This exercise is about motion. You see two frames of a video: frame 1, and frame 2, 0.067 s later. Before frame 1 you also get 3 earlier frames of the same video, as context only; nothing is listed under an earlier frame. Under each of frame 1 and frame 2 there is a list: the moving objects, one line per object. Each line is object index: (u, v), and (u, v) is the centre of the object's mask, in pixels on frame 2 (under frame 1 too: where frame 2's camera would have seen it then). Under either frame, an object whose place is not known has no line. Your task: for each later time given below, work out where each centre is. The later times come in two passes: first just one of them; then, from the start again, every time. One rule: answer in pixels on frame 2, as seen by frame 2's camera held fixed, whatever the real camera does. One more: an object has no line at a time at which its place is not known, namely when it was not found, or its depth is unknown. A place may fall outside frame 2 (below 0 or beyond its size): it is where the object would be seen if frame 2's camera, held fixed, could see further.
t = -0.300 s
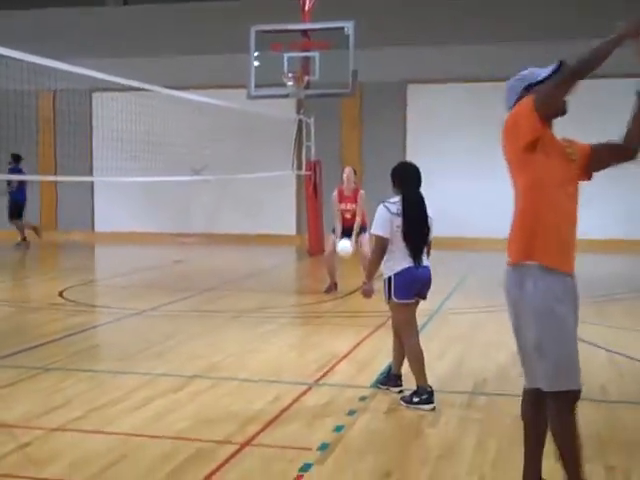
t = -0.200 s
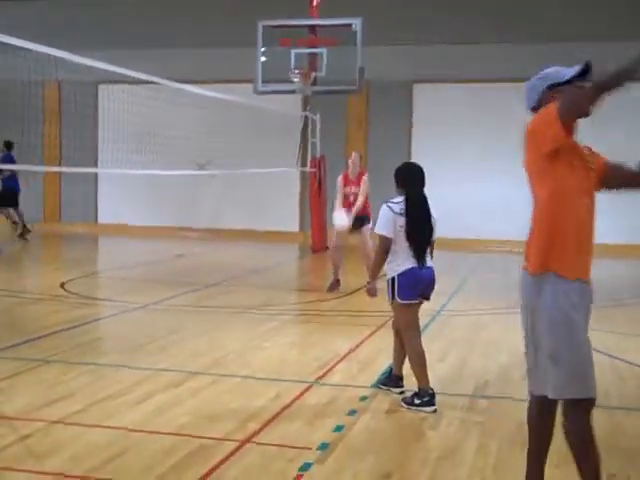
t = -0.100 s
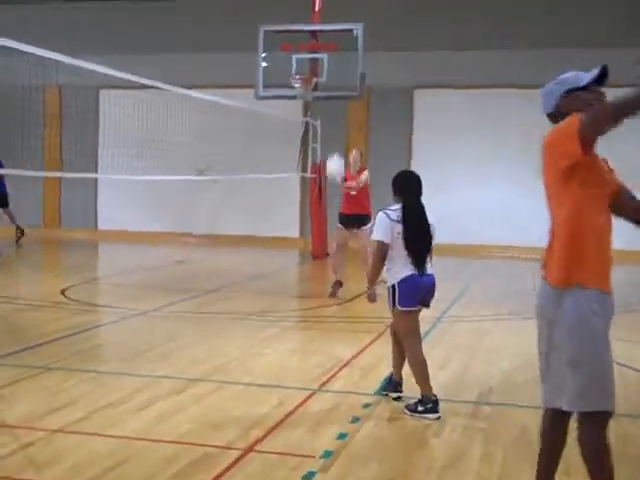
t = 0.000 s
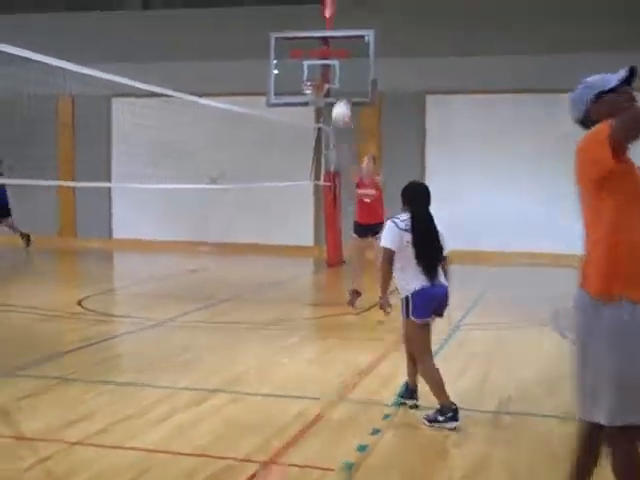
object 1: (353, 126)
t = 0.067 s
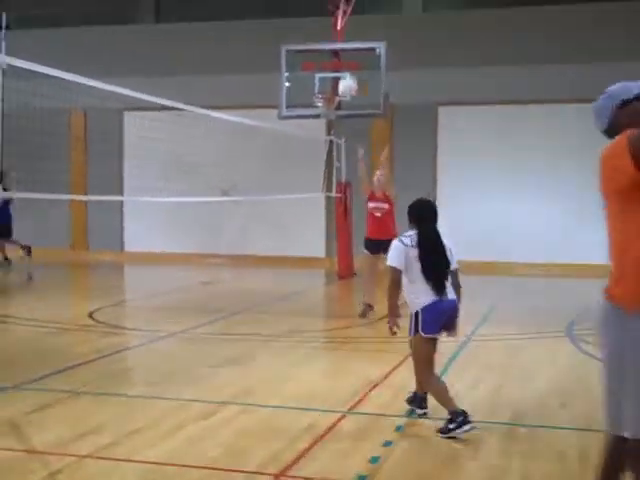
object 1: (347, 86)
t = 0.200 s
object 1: (337, 22)
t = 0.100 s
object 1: (345, 69)
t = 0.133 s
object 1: (342, 53)
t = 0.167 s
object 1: (340, 36)
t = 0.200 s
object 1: (337, 22)
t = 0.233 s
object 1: (335, 7)
